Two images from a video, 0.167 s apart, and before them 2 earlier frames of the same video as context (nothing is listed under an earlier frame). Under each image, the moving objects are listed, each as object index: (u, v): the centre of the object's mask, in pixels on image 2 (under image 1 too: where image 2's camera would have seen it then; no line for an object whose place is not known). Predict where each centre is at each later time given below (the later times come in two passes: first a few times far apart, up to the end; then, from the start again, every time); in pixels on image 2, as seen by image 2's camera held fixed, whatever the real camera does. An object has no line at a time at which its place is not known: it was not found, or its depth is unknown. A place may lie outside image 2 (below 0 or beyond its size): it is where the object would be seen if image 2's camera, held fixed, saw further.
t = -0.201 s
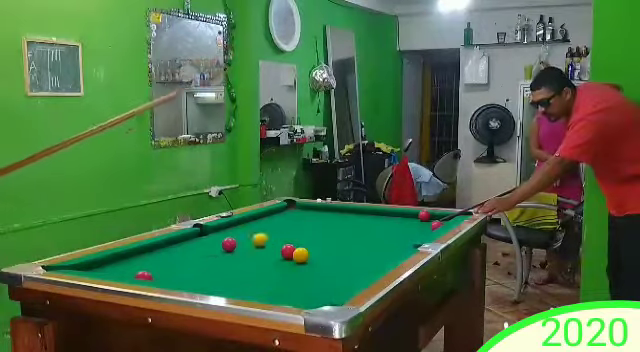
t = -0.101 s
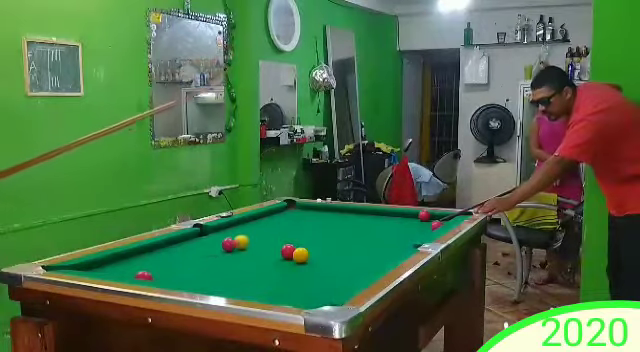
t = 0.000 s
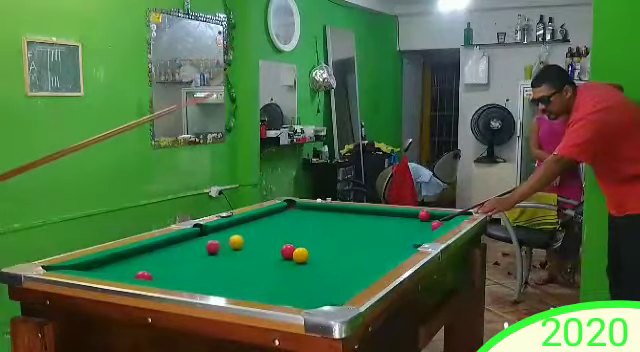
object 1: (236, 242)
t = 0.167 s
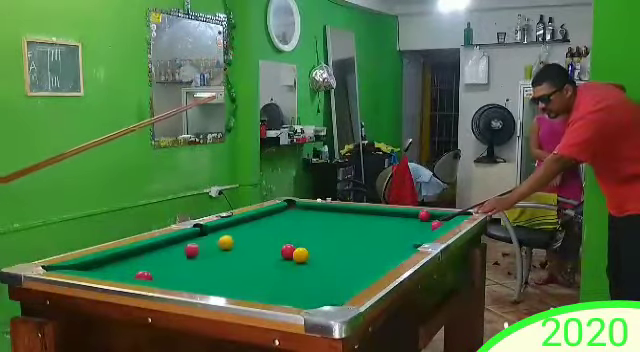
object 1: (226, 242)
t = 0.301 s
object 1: (218, 243)
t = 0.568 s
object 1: (203, 244)
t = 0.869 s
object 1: (190, 244)
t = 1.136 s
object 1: (179, 244)
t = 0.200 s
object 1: (224, 243)
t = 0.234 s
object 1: (222, 243)
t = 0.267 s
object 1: (220, 243)
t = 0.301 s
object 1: (218, 243)
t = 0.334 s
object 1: (216, 243)
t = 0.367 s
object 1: (214, 243)
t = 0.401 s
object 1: (212, 243)
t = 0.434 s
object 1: (211, 243)
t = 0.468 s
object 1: (209, 243)
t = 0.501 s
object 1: (207, 243)
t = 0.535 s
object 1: (205, 243)
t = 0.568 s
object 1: (203, 244)
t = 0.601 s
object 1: (202, 243)
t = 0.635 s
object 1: (200, 243)
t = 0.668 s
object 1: (199, 243)
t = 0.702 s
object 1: (197, 244)
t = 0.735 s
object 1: (196, 244)
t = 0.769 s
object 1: (194, 243)
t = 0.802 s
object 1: (193, 244)
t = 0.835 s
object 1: (191, 243)
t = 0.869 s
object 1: (190, 244)
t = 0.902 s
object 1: (188, 244)
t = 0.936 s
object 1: (187, 244)
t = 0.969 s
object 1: (186, 244)
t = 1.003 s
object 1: (184, 244)
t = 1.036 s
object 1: (183, 244)
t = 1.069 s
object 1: (182, 244)
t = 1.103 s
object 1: (180, 244)
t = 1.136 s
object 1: (179, 244)
